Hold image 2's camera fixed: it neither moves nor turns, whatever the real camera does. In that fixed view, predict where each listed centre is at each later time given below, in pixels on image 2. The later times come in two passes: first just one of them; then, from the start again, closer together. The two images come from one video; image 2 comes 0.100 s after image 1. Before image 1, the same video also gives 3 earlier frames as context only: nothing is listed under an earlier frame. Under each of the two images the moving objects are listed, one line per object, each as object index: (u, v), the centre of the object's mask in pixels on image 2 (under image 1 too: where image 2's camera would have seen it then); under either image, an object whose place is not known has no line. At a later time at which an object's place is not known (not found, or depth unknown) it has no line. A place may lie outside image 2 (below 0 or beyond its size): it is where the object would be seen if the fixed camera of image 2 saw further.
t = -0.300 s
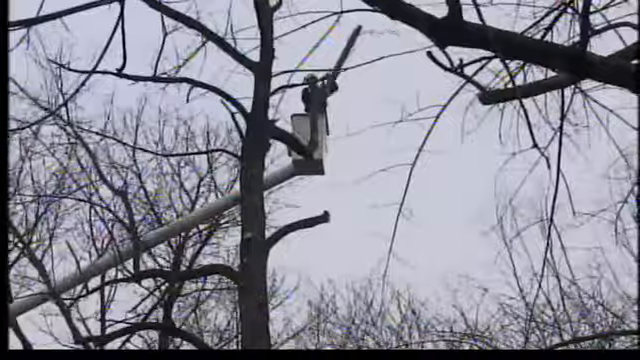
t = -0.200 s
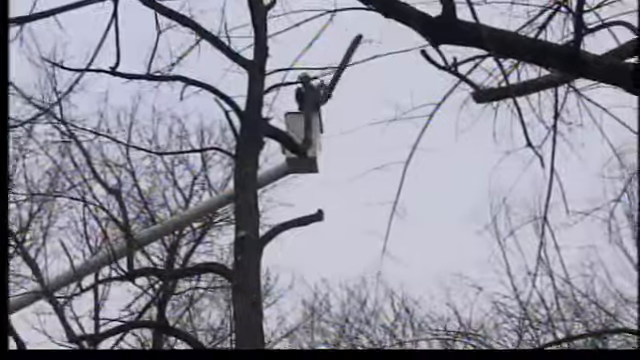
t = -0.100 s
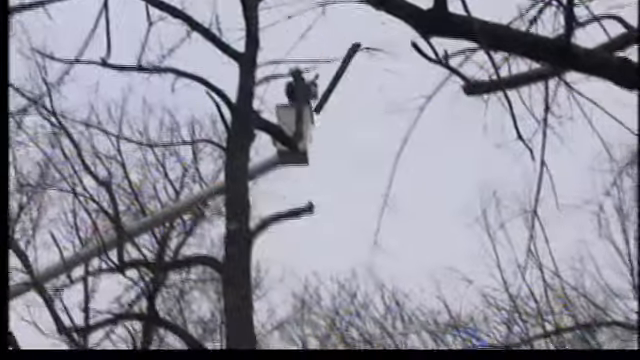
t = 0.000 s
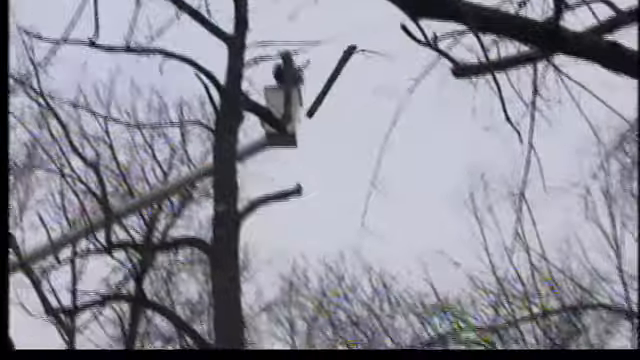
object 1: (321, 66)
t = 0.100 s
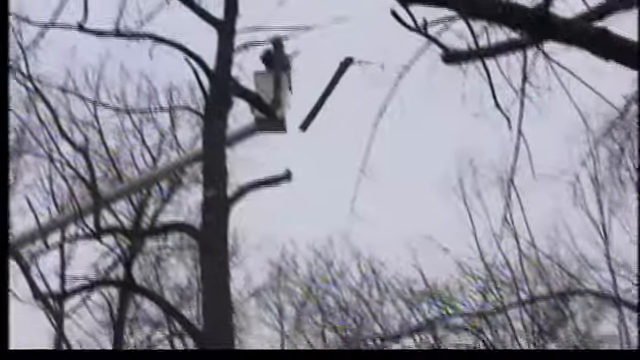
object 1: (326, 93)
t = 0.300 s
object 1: (338, 164)
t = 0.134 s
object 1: (328, 103)
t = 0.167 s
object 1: (330, 113)
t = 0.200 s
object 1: (332, 125)
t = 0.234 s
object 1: (334, 137)
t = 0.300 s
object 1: (338, 164)
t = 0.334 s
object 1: (340, 178)
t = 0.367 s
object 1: (342, 194)
